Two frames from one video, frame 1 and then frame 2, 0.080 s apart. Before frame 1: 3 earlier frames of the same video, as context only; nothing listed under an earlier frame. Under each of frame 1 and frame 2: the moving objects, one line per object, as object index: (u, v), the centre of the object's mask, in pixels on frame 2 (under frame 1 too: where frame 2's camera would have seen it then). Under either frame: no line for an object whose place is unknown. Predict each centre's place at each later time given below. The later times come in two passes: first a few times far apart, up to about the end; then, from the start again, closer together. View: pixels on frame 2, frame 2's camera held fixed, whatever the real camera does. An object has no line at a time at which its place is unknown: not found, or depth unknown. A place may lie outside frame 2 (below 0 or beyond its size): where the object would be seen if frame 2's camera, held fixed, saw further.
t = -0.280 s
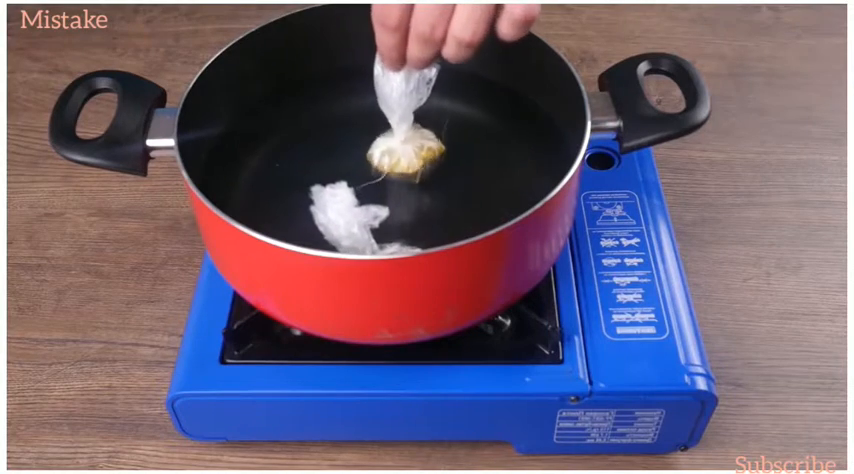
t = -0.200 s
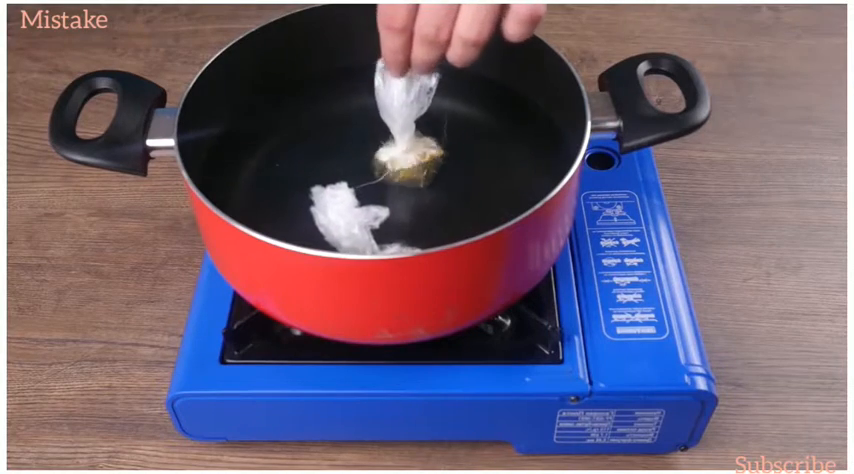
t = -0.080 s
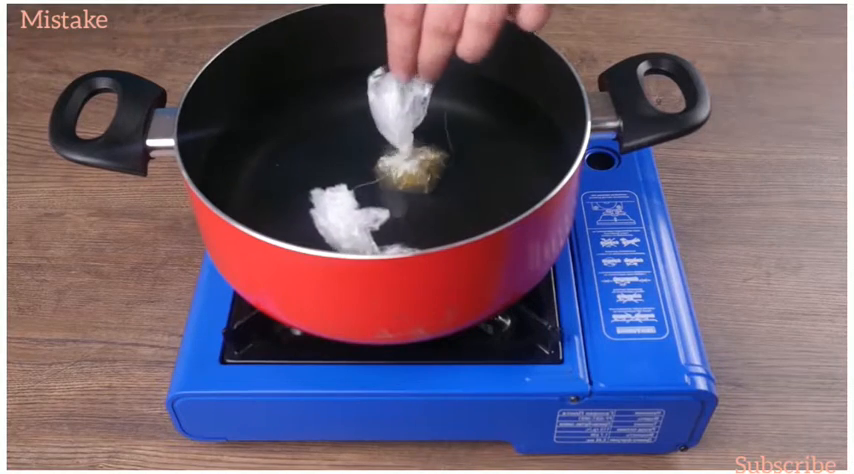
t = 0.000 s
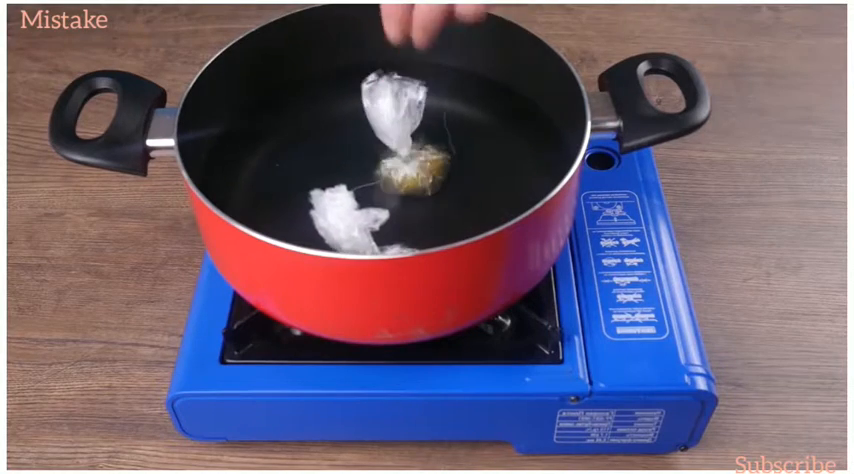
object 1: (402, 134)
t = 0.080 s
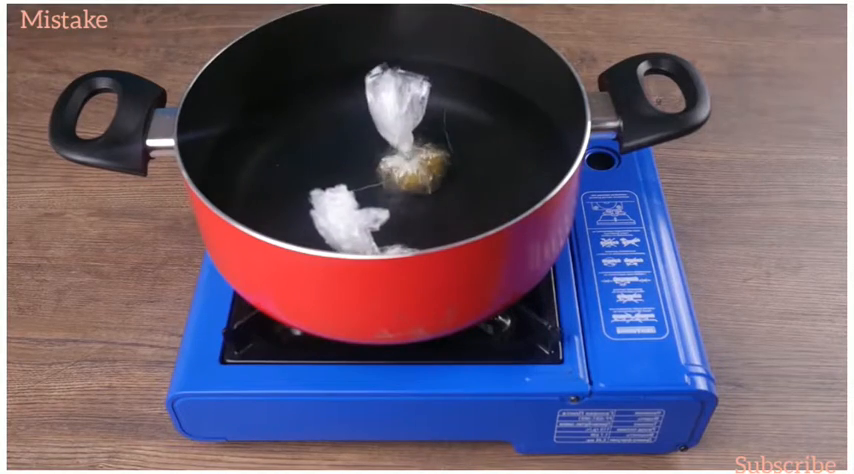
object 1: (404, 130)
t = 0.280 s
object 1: (399, 121)
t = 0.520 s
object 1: (377, 120)
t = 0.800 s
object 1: (379, 121)
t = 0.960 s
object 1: (383, 117)
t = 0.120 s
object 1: (404, 128)
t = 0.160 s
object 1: (404, 126)
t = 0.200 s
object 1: (403, 124)
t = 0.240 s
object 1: (401, 122)
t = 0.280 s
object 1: (399, 121)
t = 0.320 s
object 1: (396, 119)
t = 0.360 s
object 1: (392, 118)
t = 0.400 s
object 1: (388, 117)
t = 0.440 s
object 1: (384, 118)
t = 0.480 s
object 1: (380, 119)
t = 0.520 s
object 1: (377, 120)
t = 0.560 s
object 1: (375, 122)
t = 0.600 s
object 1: (374, 124)
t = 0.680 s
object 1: (375, 124)
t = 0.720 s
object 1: (376, 123)
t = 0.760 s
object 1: (378, 122)
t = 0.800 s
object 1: (379, 121)
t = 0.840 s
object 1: (380, 119)
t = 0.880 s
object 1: (381, 118)
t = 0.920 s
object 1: (382, 118)
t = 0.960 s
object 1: (383, 117)
